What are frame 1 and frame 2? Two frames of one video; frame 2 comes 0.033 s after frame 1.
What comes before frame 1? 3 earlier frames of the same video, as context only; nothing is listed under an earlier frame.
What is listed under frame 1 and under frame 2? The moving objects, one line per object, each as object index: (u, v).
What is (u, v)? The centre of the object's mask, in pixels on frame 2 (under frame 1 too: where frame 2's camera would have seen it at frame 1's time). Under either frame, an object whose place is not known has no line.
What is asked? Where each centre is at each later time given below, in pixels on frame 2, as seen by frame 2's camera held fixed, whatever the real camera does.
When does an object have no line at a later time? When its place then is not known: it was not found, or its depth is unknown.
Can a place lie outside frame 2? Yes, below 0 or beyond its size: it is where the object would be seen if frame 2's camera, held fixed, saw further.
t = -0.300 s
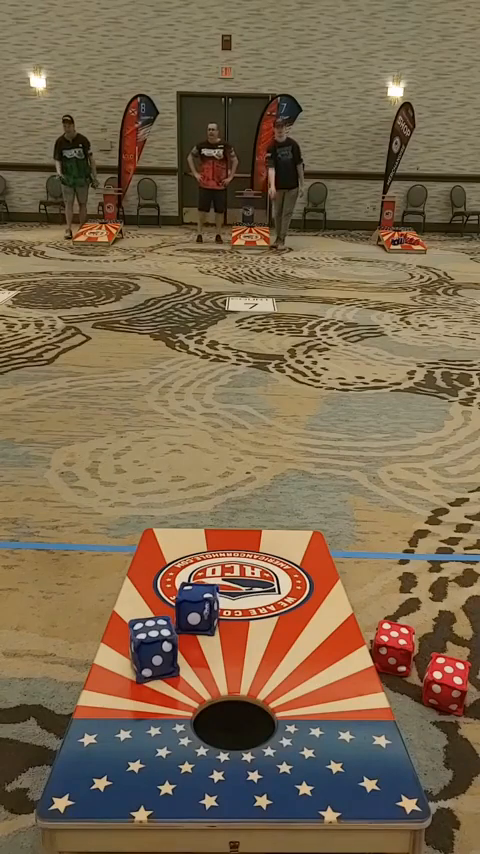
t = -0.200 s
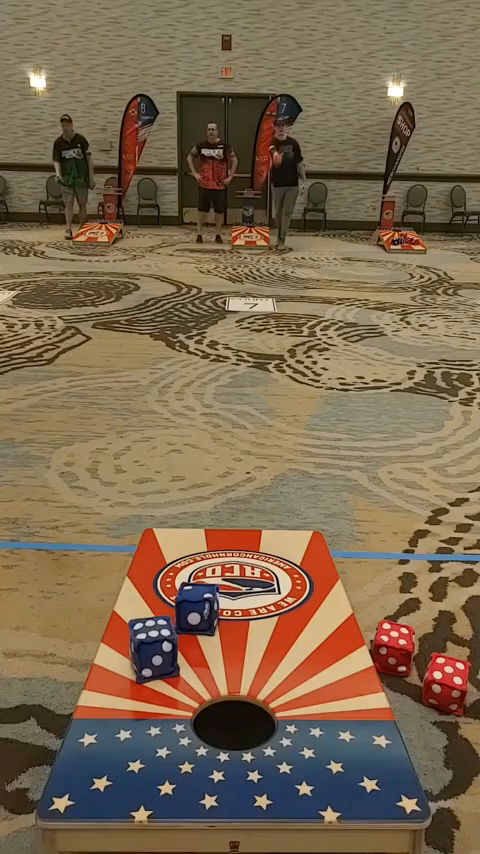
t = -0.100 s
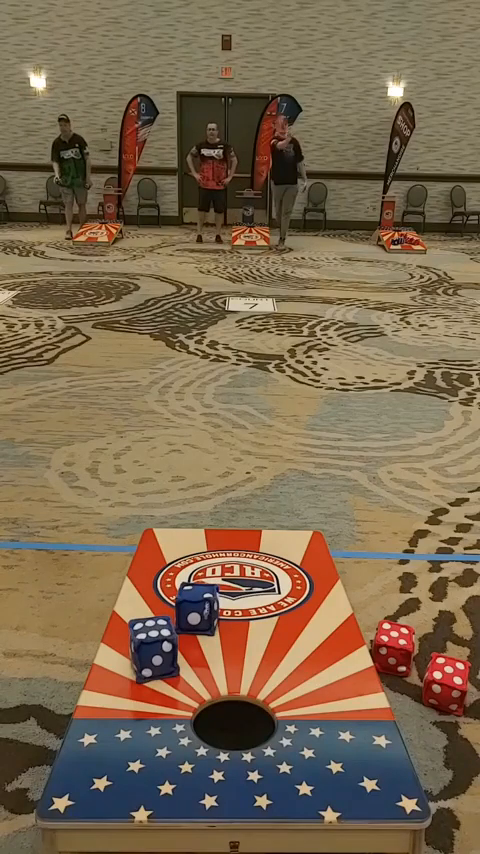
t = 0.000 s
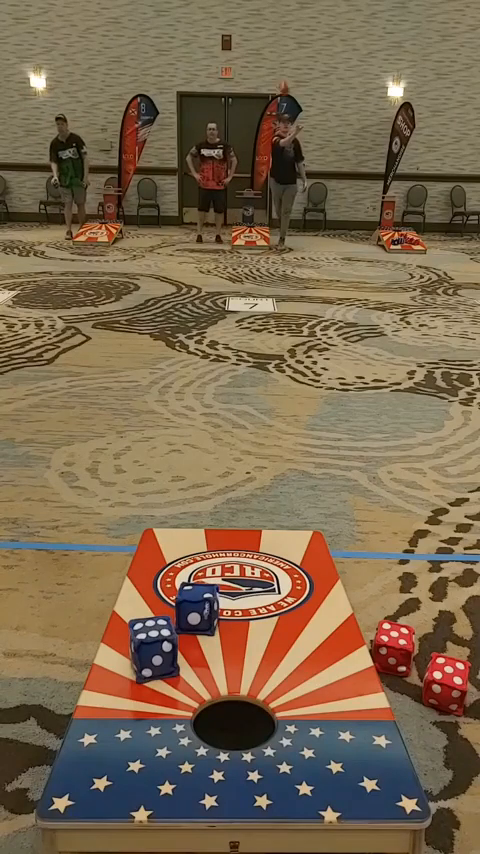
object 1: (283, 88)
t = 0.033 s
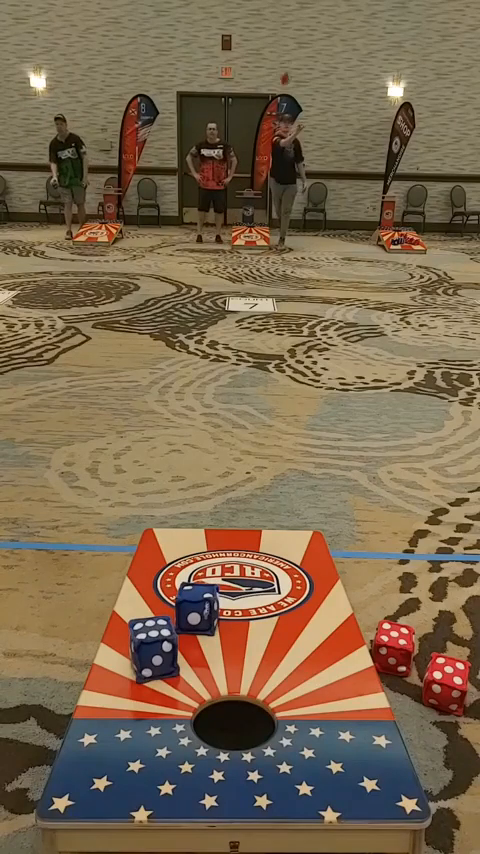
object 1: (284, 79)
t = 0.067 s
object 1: (286, 68)
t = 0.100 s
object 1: (288, 58)
